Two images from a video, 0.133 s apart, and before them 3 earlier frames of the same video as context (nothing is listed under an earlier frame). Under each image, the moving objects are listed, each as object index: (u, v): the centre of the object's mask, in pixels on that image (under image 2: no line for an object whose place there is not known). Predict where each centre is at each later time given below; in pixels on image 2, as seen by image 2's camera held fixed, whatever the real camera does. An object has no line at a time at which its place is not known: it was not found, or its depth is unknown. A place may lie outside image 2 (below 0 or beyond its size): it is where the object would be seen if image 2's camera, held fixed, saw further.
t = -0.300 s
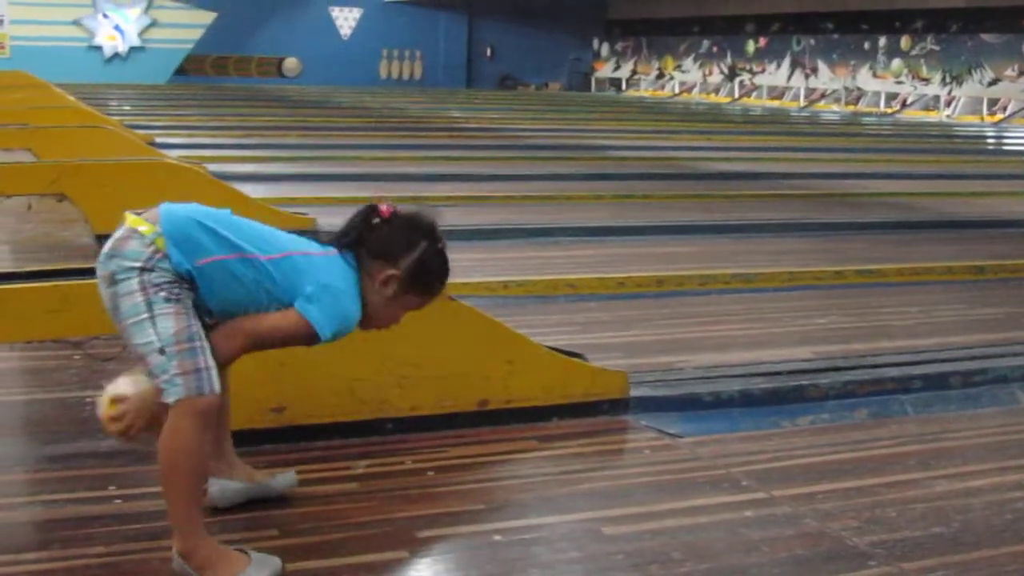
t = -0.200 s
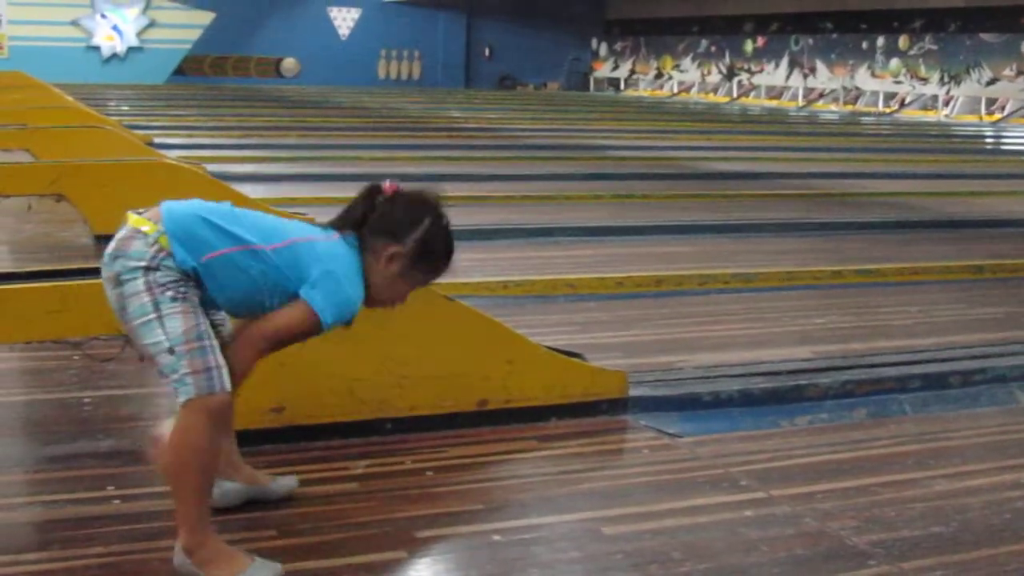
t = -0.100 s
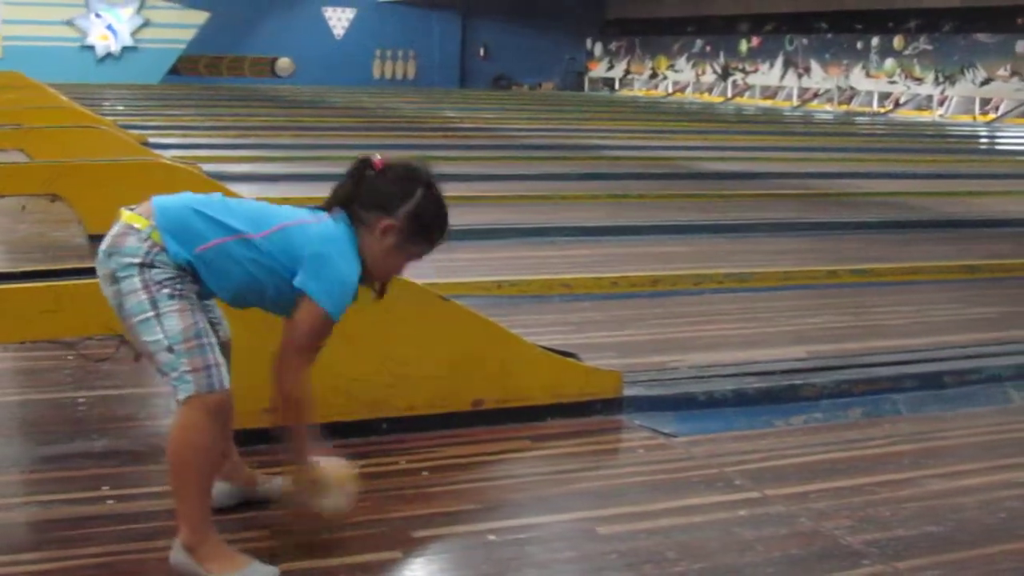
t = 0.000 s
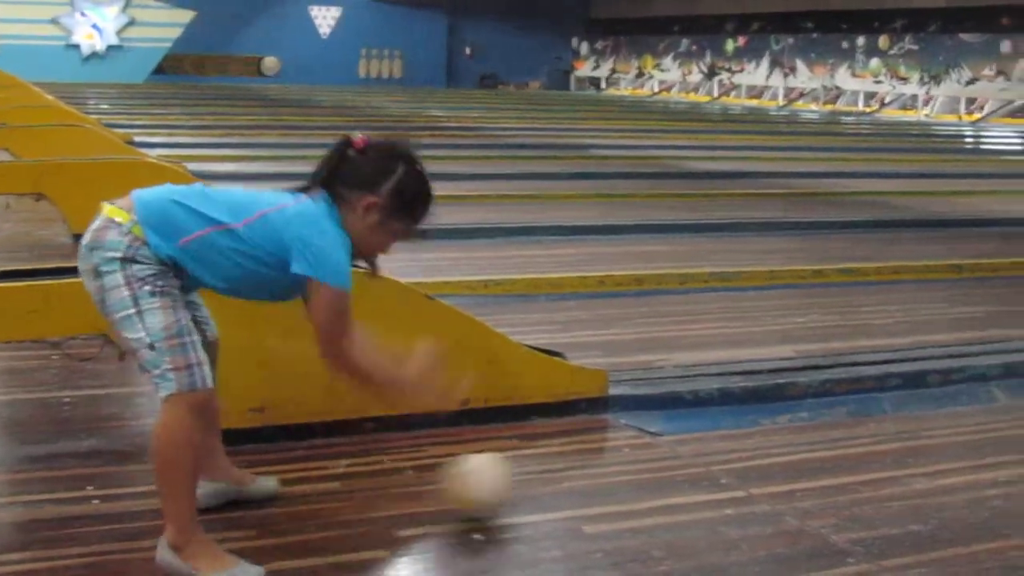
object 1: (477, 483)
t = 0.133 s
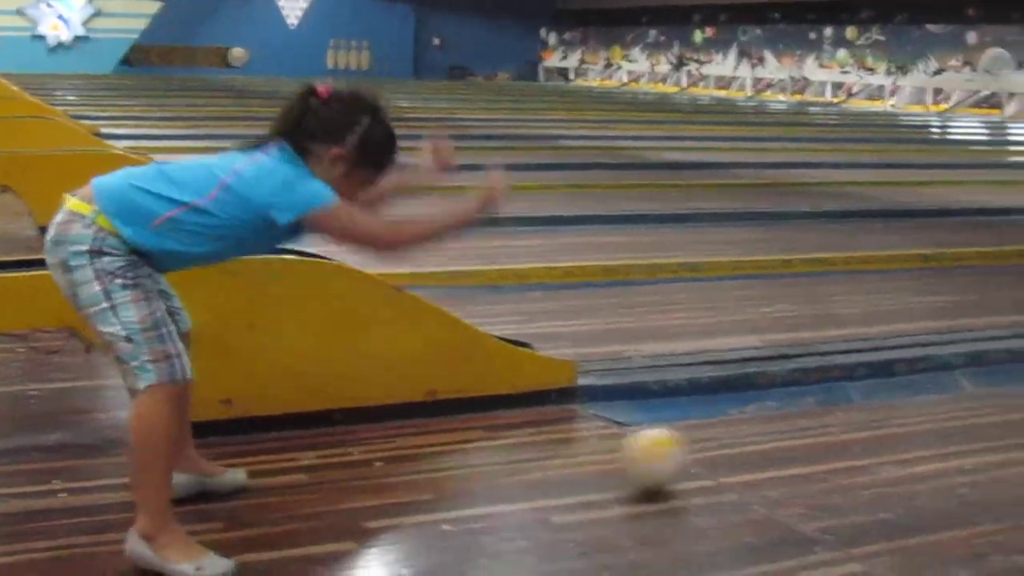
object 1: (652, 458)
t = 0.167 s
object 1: (697, 455)
